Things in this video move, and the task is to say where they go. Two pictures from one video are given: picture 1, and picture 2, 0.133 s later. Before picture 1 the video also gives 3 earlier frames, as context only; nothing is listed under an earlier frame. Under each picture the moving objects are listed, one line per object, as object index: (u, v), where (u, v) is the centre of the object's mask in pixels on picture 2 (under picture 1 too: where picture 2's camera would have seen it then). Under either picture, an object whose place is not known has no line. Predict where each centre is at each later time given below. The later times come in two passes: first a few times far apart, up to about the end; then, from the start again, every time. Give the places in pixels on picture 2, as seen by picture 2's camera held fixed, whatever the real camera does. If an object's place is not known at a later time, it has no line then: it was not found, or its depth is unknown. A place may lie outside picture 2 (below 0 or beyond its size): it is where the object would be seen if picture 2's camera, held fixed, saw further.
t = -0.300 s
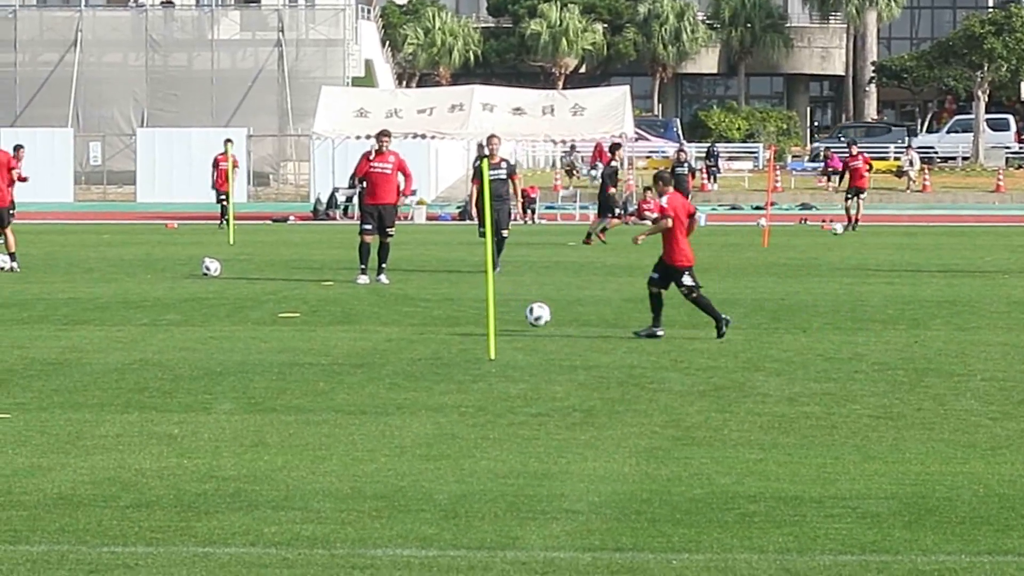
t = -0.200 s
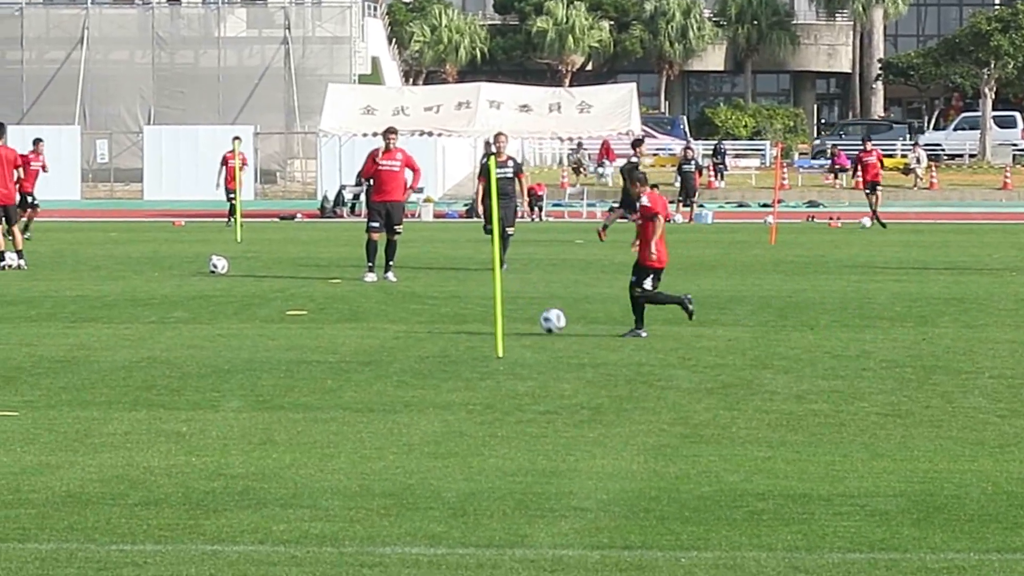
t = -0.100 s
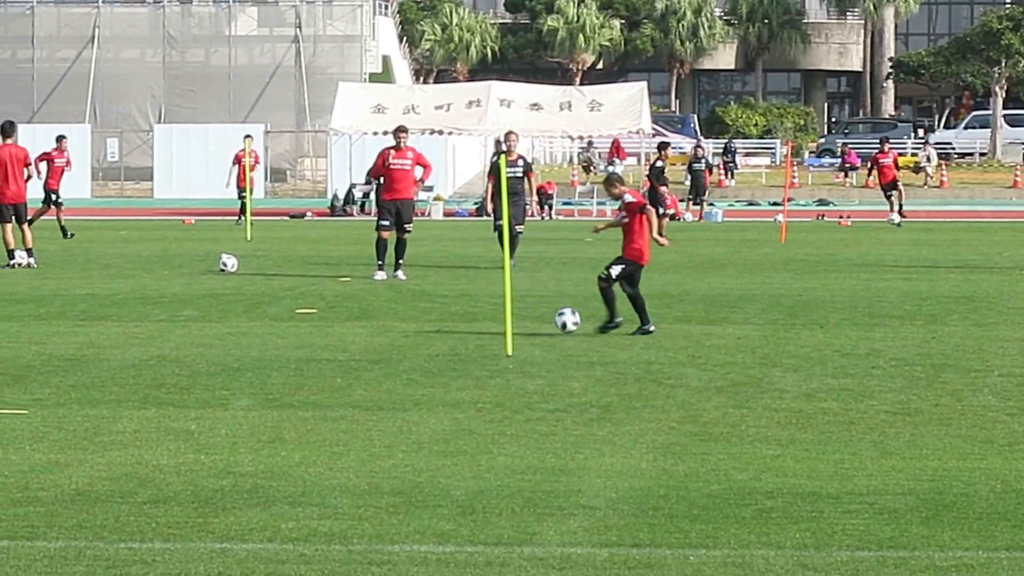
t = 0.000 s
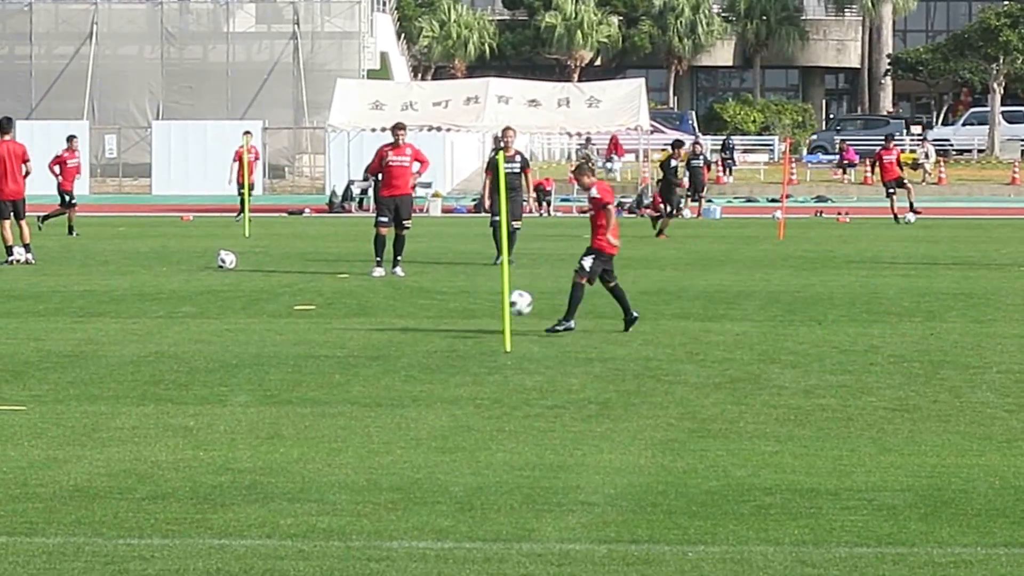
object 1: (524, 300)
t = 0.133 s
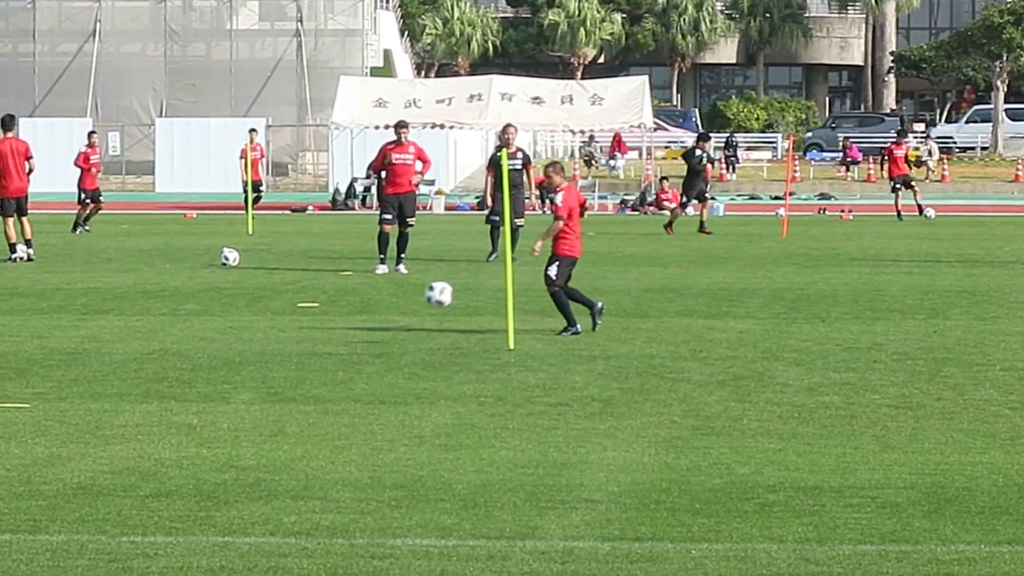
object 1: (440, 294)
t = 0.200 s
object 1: (397, 299)
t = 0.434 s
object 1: (243, 347)
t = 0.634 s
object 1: (128, 353)
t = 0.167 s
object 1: (419, 295)
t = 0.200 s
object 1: (397, 299)
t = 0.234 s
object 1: (375, 304)
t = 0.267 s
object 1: (353, 309)
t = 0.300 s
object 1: (332, 317)
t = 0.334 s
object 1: (308, 326)
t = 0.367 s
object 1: (285, 337)
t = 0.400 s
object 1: (263, 349)
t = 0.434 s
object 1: (243, 347)
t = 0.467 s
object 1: (225, 345)
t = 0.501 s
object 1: (206, 343)
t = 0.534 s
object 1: (187, 343)
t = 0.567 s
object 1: (168, 345)
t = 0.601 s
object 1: (148, 348)
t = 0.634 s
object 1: (128, 353)
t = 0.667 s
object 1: (107, 360)
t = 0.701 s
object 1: (87, 368)
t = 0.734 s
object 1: (67, 372)
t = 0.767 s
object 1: (50, 370)
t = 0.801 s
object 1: (32, 370)
